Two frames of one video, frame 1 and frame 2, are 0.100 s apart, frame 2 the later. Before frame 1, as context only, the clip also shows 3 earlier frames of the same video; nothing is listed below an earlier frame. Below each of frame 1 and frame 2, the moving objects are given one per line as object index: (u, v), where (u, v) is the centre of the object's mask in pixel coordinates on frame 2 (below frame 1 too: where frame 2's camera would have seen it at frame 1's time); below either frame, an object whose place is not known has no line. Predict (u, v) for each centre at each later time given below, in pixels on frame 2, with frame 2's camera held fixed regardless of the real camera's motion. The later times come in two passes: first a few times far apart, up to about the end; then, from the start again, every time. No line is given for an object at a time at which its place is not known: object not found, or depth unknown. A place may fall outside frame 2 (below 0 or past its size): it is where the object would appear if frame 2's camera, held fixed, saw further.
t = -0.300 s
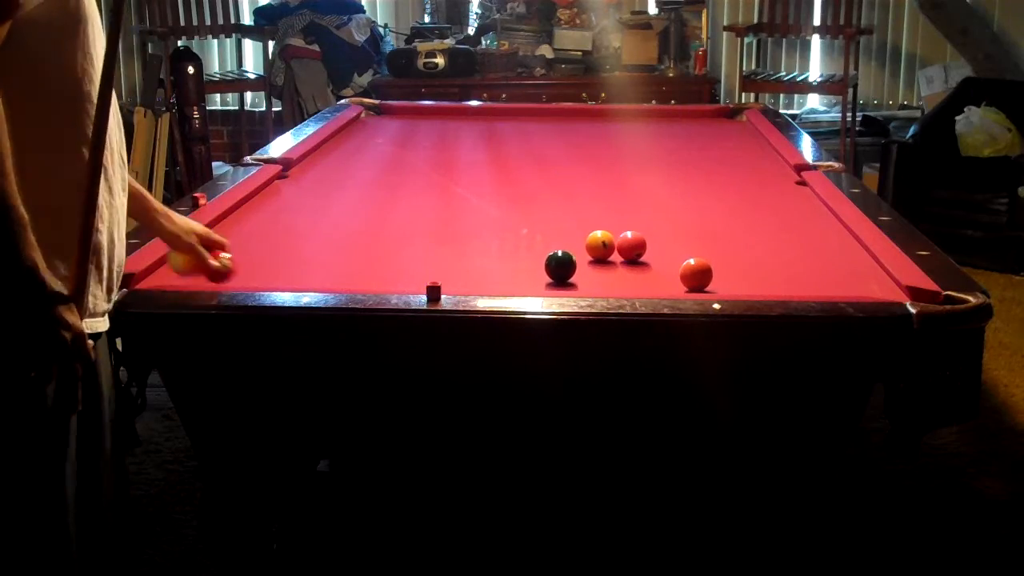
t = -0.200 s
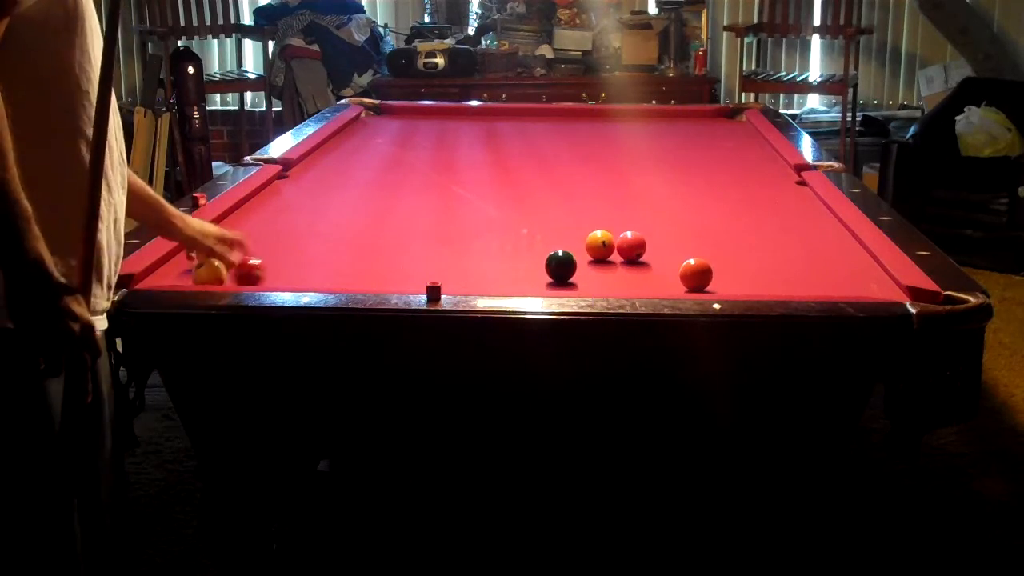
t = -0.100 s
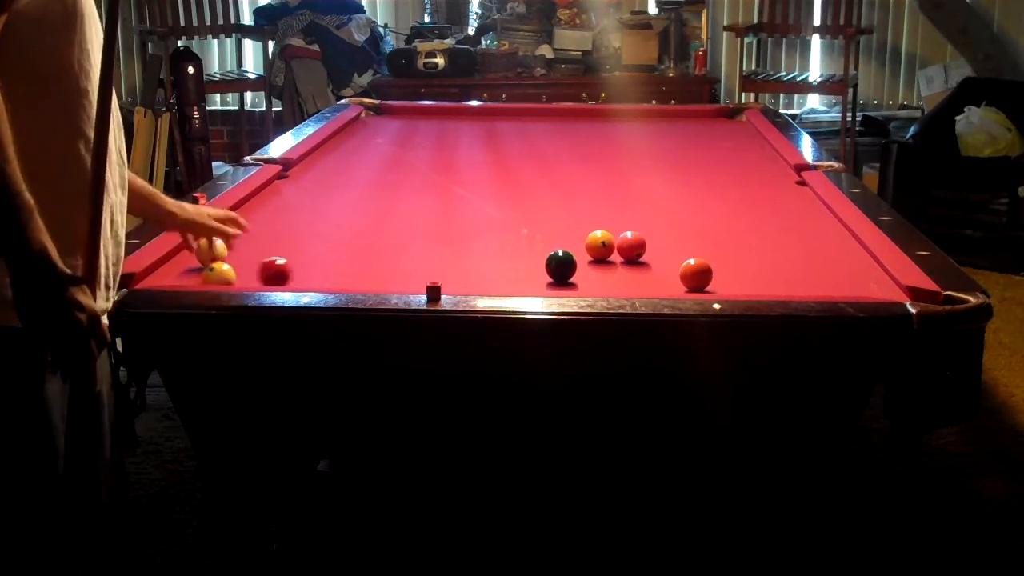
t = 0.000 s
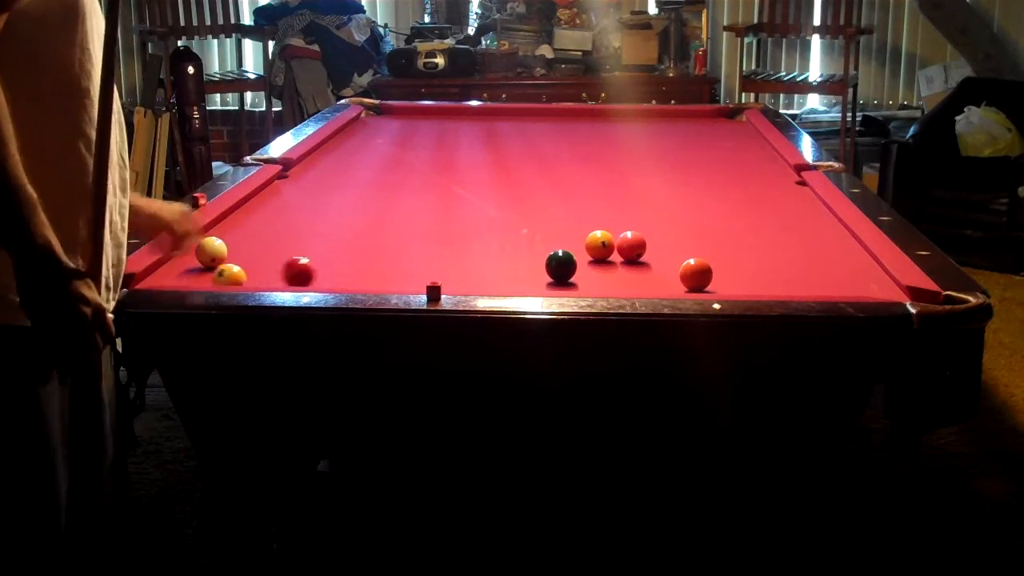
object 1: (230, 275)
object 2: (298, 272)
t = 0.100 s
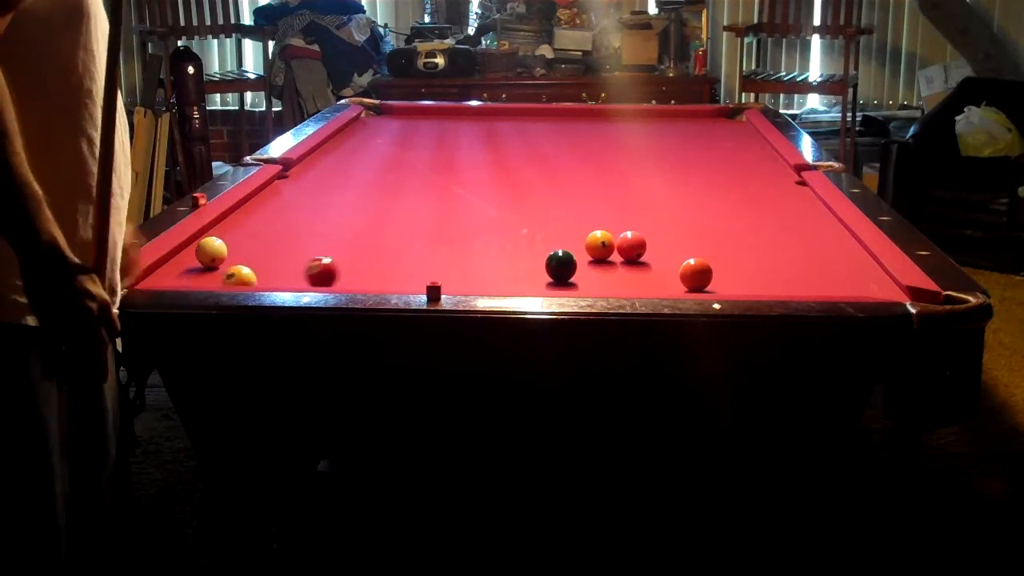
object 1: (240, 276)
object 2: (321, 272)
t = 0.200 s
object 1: (250, 277)
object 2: (344, 272)
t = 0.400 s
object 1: (268, 278)
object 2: (388, 271)
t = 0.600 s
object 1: (285, 278)
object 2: (428, 270)
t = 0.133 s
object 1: (243, 276)
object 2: (329, 272)
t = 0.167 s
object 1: (246, 276)
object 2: (337, 272)
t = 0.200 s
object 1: (250, 277)
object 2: (344, 272)
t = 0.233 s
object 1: (252, 277)
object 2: (351, 272)
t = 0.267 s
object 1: (255, 277)
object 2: (359, 272)
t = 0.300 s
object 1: (258, 277)
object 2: (366, 272)
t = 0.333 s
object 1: (261, 278)
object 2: (373, 272)
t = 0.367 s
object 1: (264, 278)
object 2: (380, 272)
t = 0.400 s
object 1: (268, 278)
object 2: (388, 271)
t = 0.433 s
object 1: (270, 279)
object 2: (394, 272)
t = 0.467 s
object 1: (273, 279)
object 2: (401, 271)
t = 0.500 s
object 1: (276, 278)
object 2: (409, 271)
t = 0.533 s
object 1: (279, 278)
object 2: (415, 272)
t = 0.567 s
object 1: (282, 278)
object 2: (422, 271)
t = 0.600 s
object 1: (285, 278)
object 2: (428, 270)
